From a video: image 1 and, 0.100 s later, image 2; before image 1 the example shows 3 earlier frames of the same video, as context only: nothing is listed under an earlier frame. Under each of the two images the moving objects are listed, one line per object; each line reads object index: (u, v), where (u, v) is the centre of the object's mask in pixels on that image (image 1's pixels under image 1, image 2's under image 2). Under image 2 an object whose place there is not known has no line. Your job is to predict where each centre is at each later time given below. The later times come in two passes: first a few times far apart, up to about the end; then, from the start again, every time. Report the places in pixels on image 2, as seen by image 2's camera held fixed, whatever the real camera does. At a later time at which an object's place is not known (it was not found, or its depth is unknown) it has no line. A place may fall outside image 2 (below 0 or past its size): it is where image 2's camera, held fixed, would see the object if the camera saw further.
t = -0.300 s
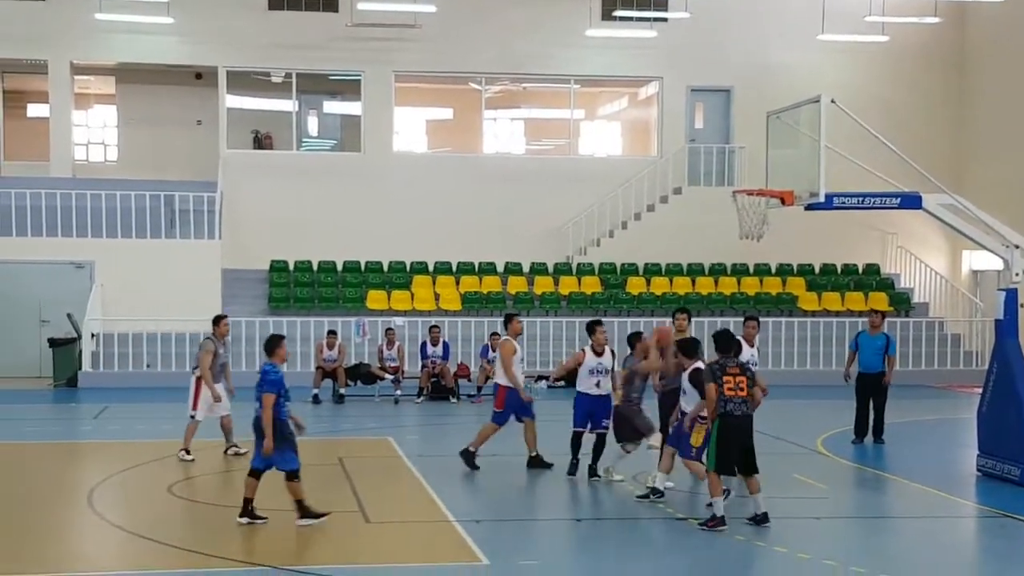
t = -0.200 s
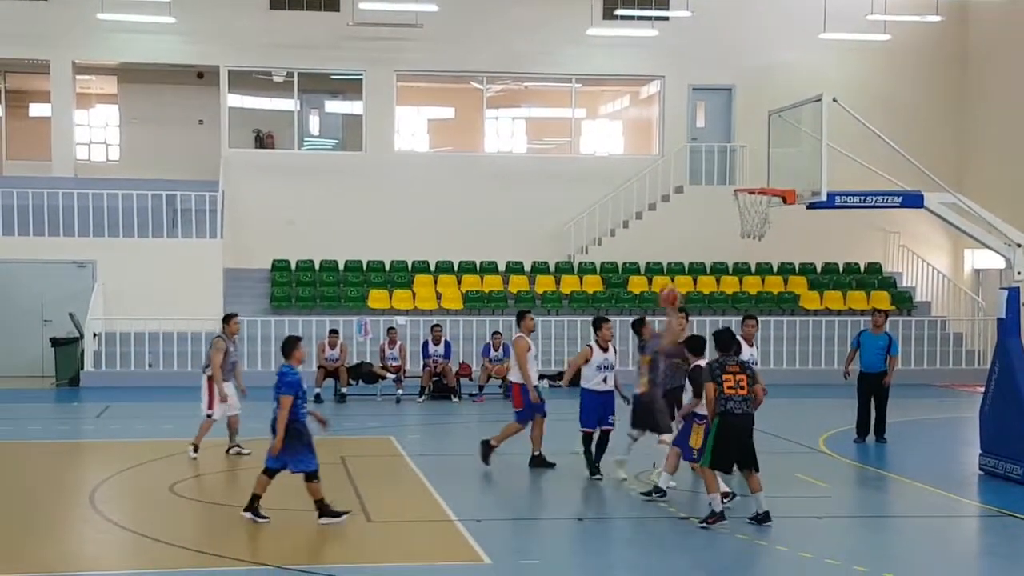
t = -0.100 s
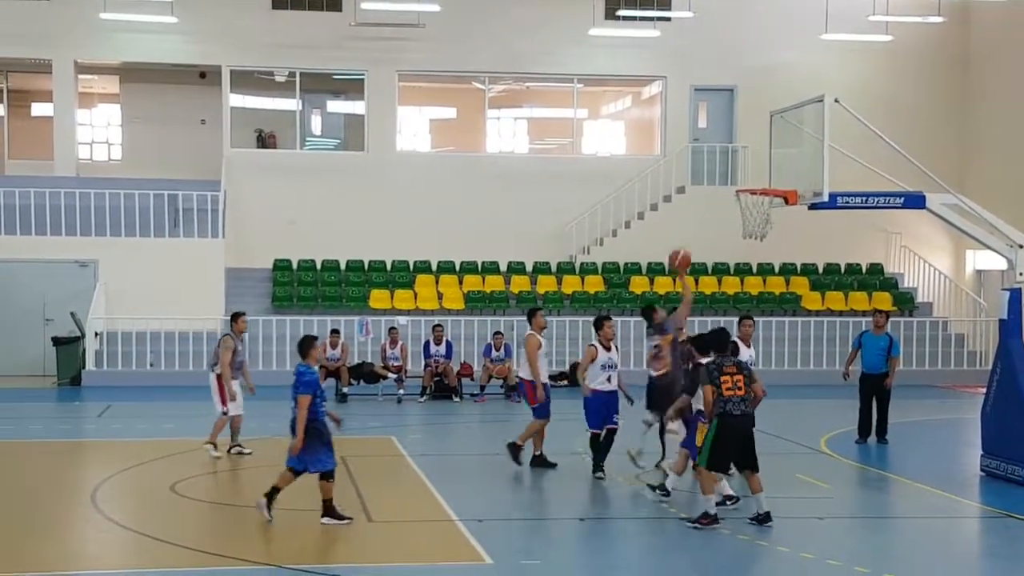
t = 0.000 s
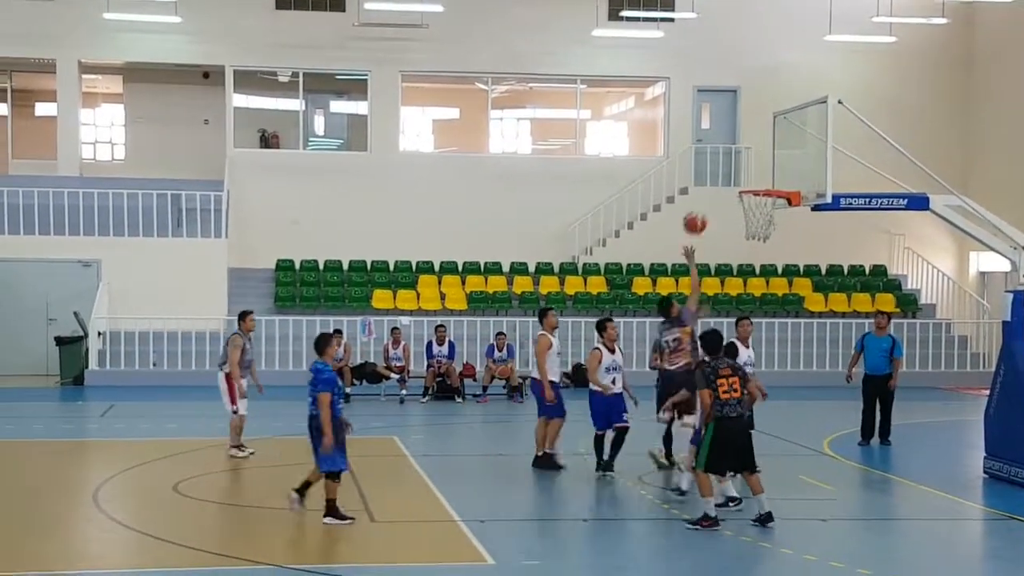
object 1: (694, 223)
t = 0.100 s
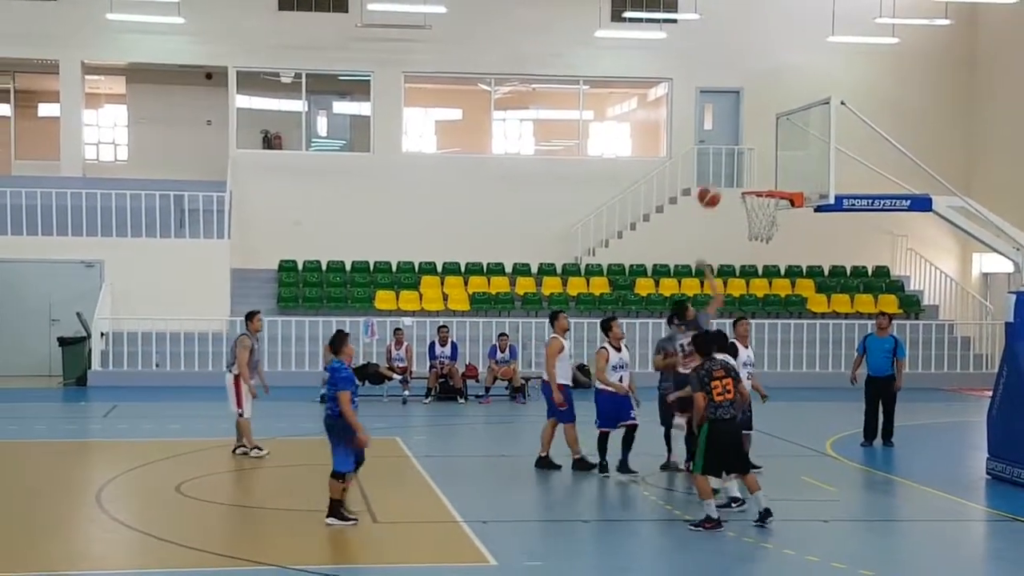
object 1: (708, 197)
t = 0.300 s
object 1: (731, 170)
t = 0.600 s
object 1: (761, 180)
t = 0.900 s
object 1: (774, 215)
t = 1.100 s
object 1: (779, 231)
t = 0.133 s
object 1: (712, 189)
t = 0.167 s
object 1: (717, 183)
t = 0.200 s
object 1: (719, 178)
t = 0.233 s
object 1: (723, 175)
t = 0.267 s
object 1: (727, 173)
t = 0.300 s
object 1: (731, 170)
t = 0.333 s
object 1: (735, 170)
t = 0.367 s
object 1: (738, 170)
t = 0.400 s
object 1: (742, 171)
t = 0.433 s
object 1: (746, 173)
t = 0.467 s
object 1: (750, 176)
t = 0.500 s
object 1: (754, 180)
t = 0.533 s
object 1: (756, 179)
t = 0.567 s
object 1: (759, 179)
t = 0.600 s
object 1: (761, 180)
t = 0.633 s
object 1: (763, 182)
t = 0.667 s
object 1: (764, 183)
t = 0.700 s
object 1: (765, 186)
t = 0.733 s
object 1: (767, 194)
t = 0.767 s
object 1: (768, 202)
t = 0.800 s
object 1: (770, 206)
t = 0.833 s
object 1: (771, 214)
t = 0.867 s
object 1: (773, 215)
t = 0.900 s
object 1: (774, 215)
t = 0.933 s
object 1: (776, 215)
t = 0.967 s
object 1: (777, 216)
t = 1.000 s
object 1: (777, 219)
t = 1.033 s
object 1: (778, 223)
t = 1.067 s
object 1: (779, 228)
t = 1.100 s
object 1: (779, 231)
